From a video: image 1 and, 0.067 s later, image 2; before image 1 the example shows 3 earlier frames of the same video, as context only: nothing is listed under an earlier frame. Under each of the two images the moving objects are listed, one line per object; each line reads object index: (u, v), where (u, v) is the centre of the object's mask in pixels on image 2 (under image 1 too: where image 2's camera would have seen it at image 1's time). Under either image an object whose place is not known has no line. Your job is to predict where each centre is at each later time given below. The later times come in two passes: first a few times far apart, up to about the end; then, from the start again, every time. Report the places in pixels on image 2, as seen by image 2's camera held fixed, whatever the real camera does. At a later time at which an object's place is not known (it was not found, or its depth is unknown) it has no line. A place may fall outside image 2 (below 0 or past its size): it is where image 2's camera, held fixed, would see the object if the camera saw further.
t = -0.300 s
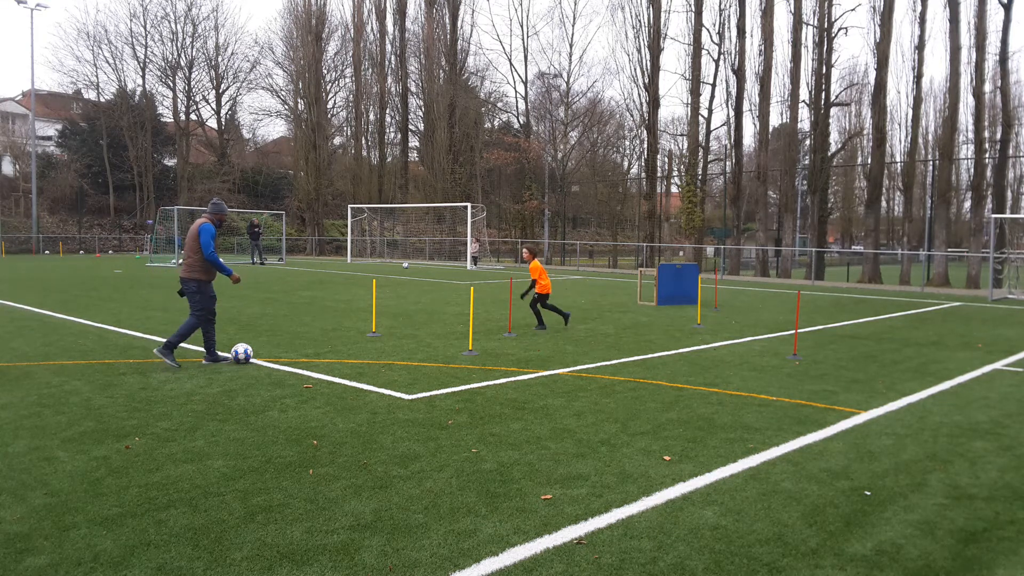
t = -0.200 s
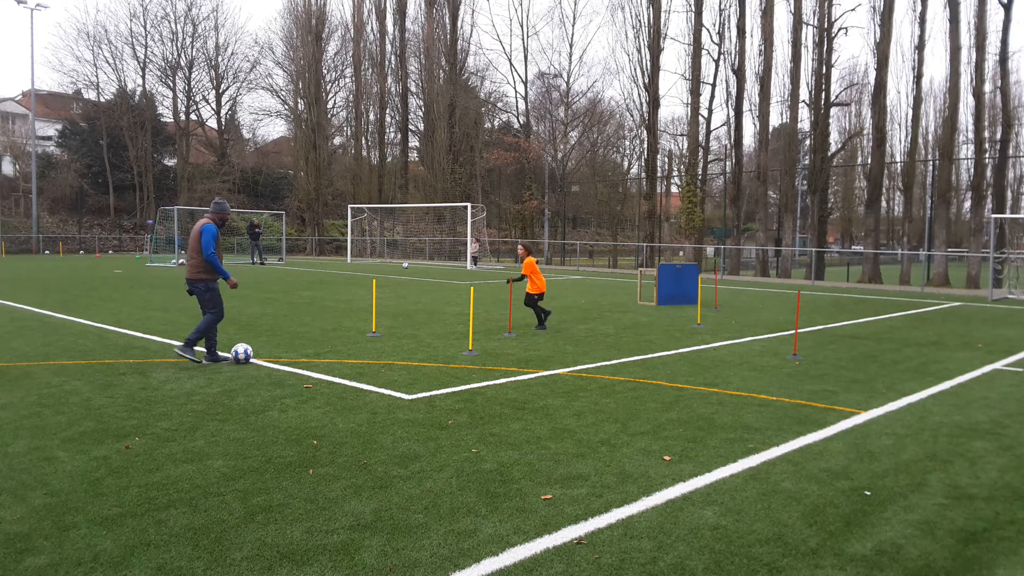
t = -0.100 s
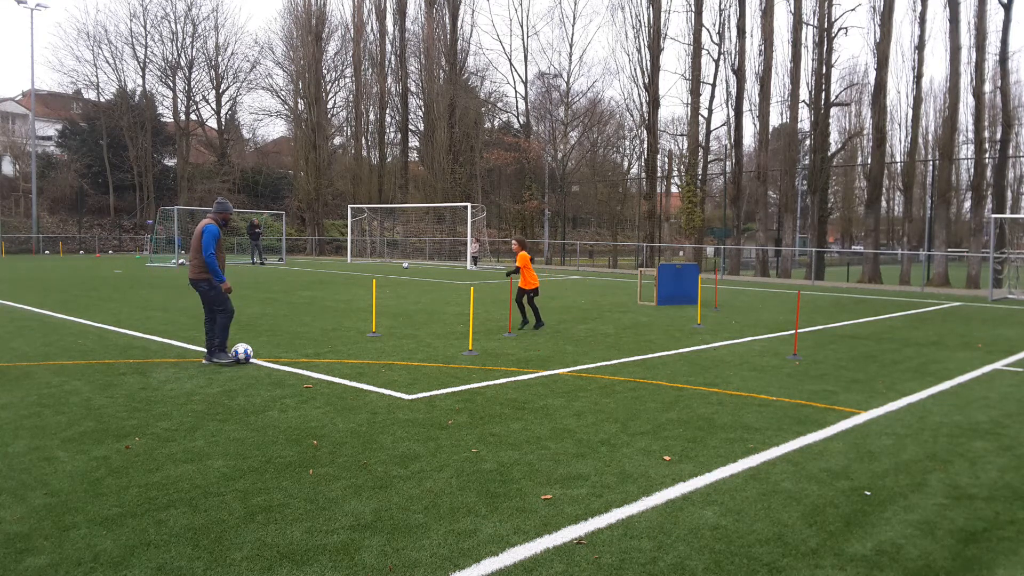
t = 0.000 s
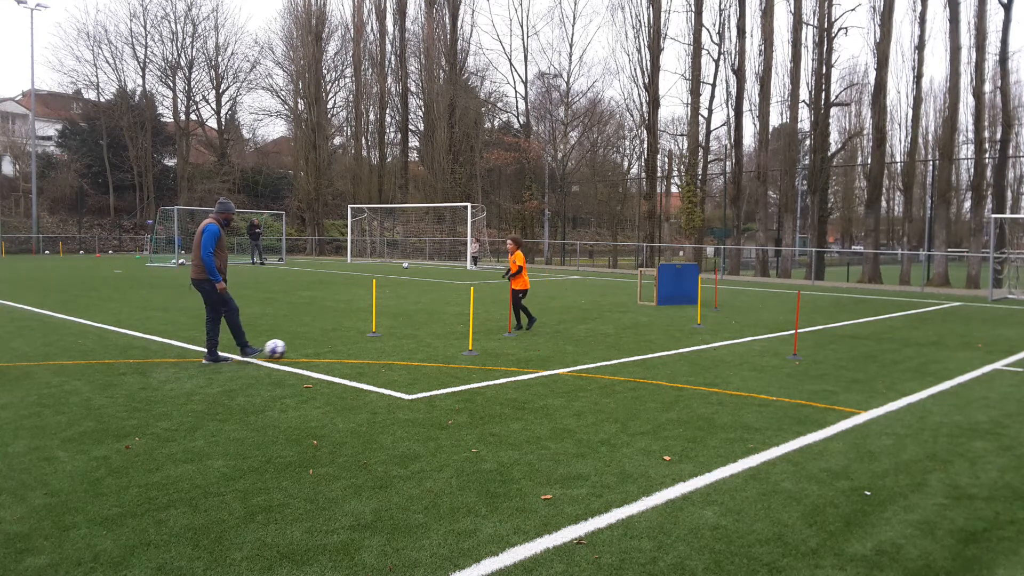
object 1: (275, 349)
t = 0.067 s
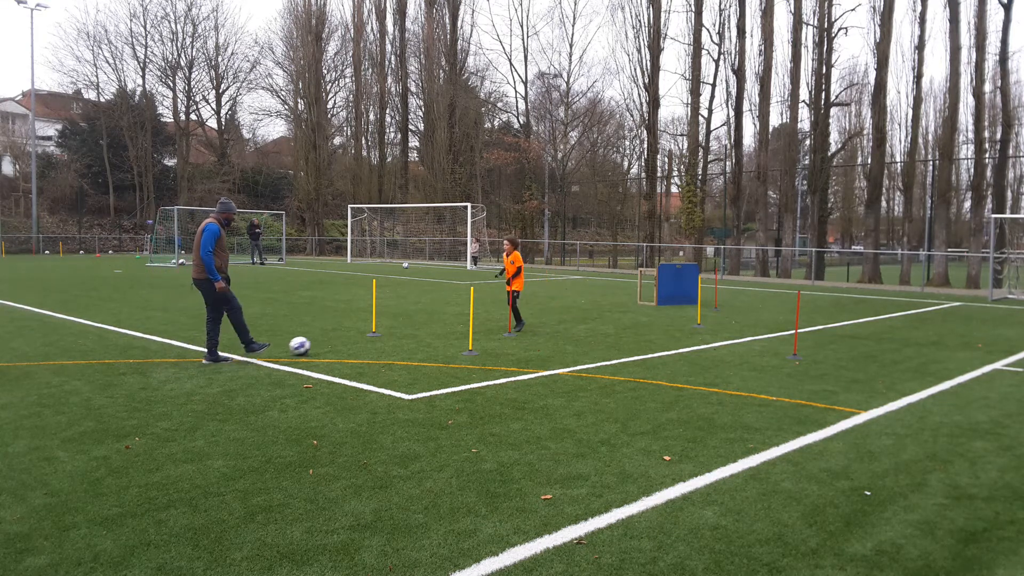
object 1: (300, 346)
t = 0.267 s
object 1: (354, 339)
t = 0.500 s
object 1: (400, 334)
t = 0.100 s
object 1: (310, 345)
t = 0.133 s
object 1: (320, 343)
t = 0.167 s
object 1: (330, 343)
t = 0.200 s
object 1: (339, 342)
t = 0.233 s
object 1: (347, 340)
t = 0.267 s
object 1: (354, 339)
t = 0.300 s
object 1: (362, 338)
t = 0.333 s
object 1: (369, 338)
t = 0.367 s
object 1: (376, 337)
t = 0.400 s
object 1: (382, 336)
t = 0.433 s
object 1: (388, 335)
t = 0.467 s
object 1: (394, 335)
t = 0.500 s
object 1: (400, 334)
